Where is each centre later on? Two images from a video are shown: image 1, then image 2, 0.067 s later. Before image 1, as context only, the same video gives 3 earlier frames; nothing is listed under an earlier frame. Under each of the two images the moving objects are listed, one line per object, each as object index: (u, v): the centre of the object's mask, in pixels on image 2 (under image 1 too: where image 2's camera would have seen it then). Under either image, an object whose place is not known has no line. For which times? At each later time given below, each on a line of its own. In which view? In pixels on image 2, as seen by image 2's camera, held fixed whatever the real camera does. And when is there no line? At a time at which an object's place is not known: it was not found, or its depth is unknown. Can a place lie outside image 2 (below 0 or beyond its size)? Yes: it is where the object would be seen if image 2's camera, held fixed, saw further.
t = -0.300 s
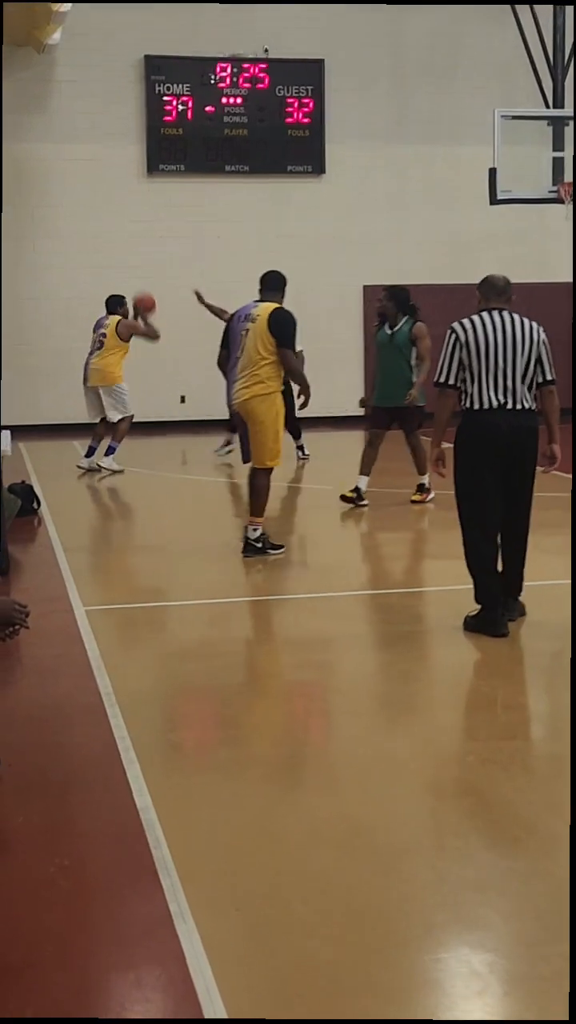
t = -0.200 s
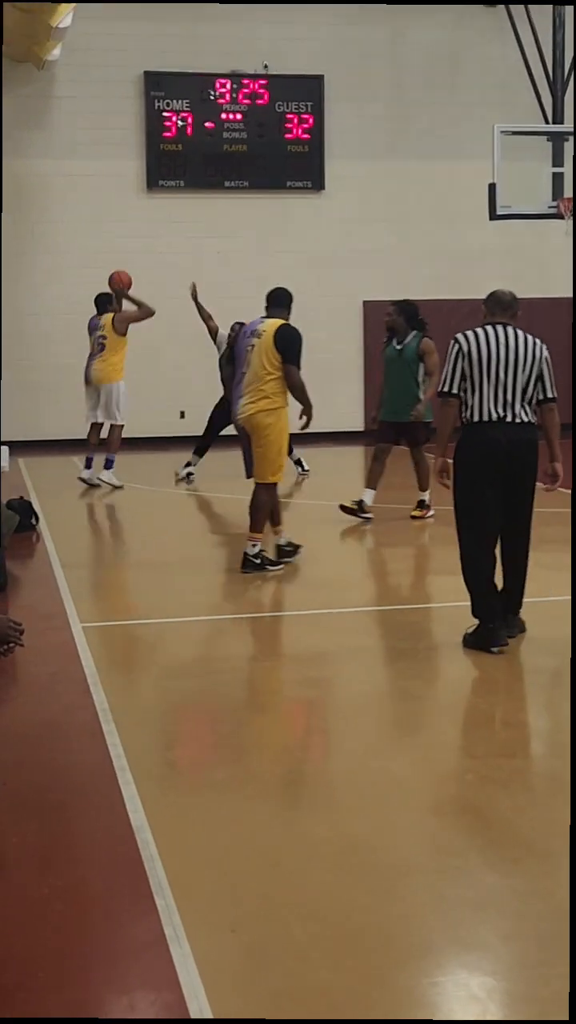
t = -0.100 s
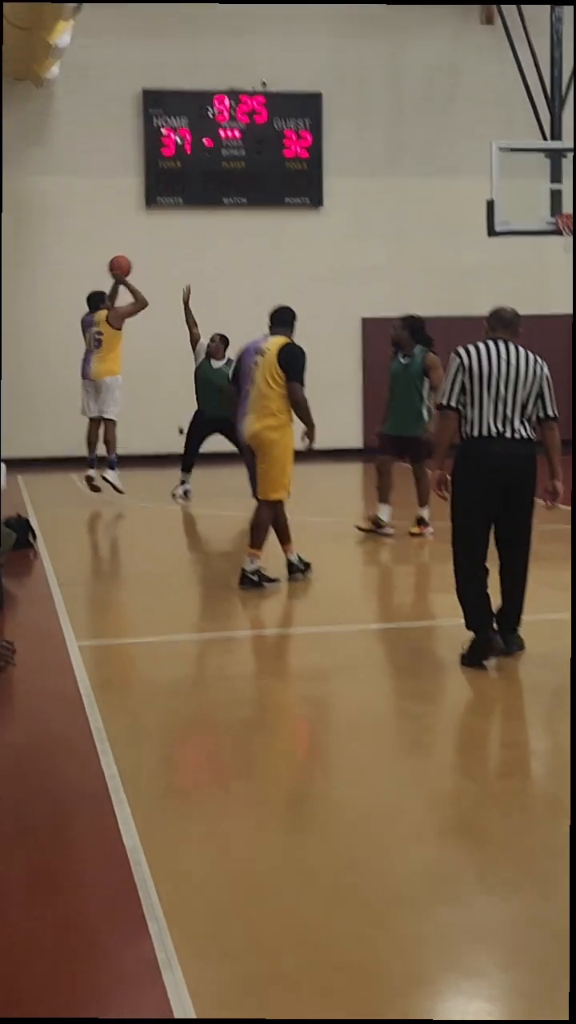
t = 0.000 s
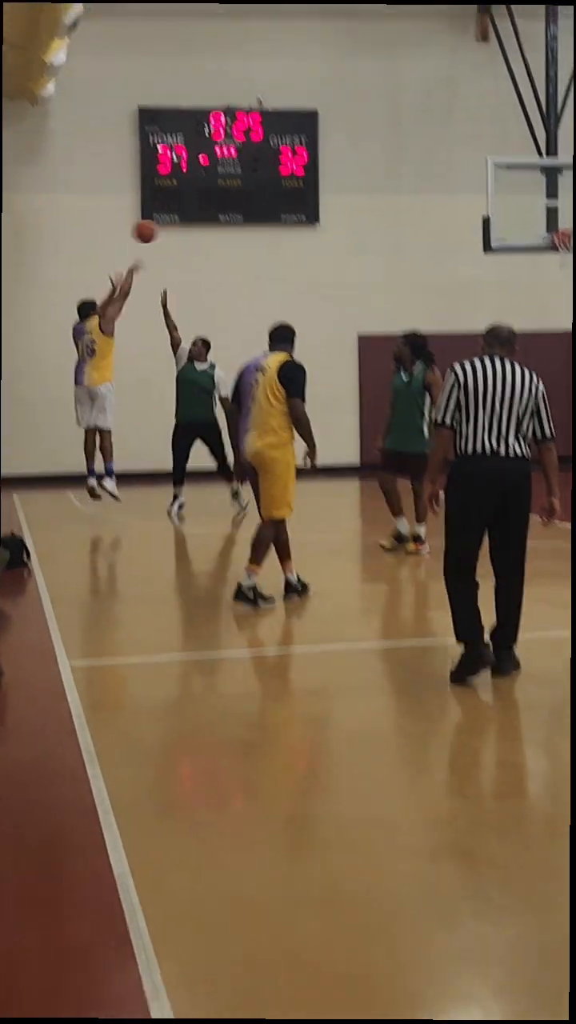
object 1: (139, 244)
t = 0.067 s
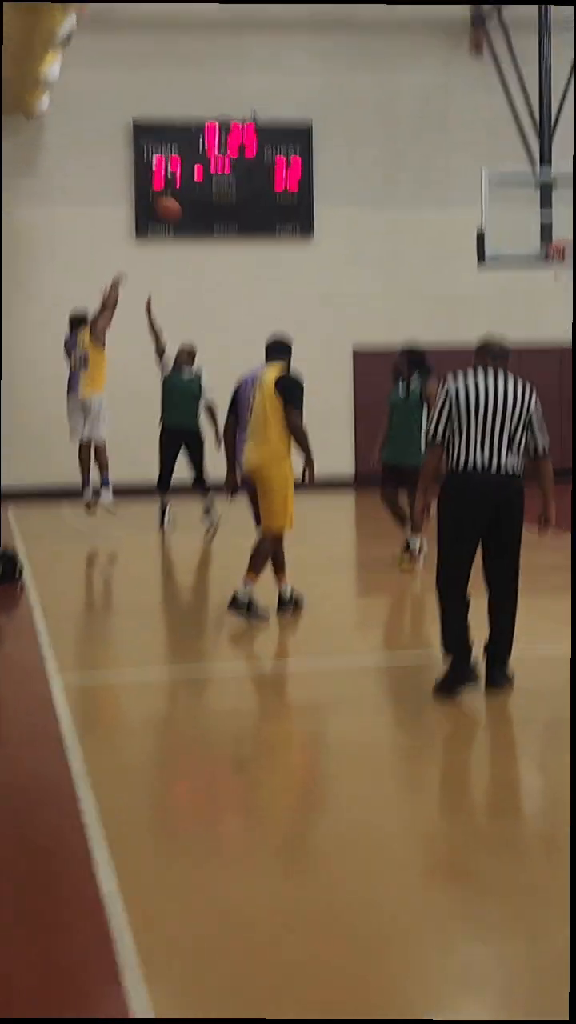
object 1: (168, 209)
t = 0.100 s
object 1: (183, 196)
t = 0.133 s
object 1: (196, 180)
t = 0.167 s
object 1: (210, 166)
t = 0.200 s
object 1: (225, 155)
